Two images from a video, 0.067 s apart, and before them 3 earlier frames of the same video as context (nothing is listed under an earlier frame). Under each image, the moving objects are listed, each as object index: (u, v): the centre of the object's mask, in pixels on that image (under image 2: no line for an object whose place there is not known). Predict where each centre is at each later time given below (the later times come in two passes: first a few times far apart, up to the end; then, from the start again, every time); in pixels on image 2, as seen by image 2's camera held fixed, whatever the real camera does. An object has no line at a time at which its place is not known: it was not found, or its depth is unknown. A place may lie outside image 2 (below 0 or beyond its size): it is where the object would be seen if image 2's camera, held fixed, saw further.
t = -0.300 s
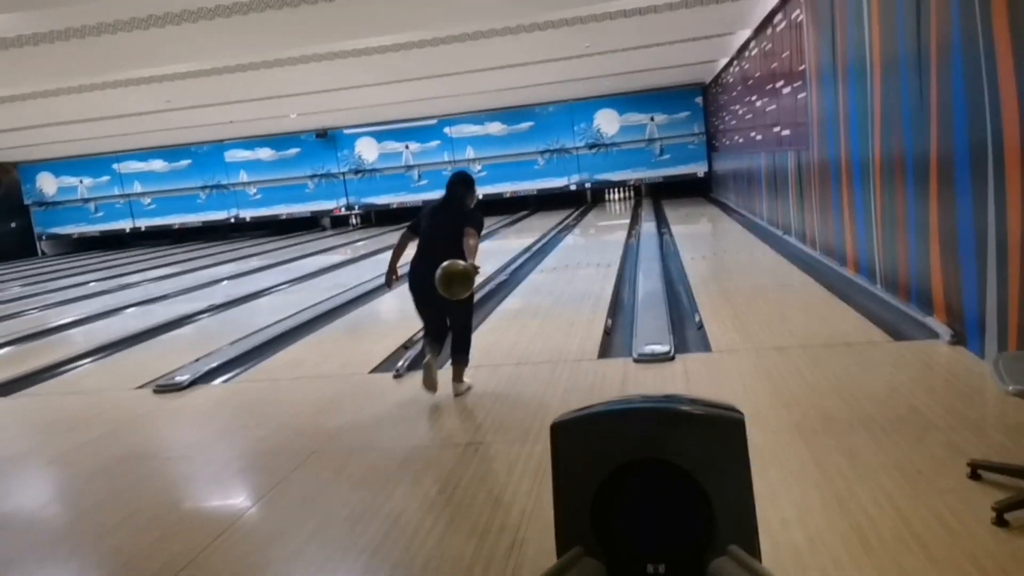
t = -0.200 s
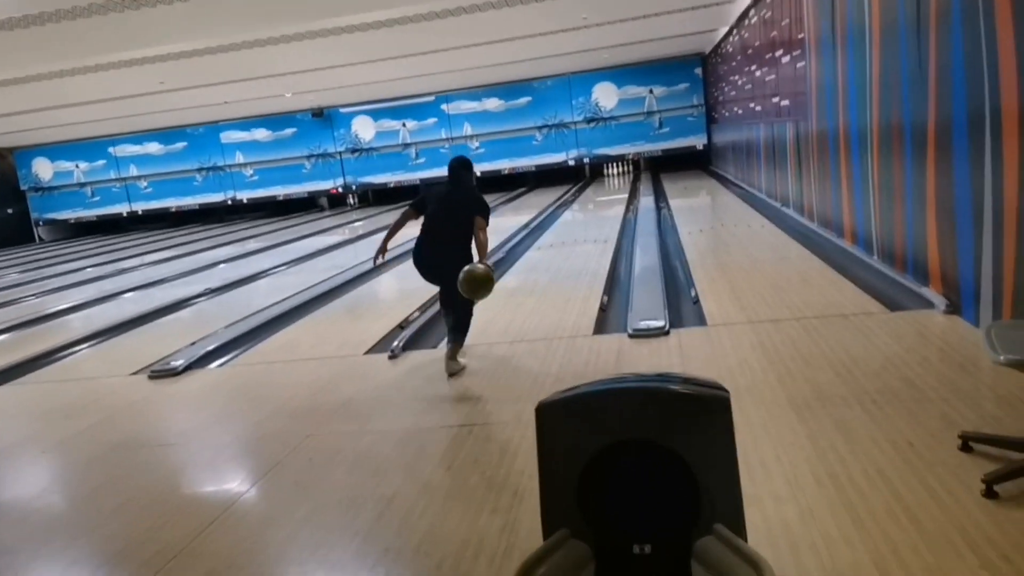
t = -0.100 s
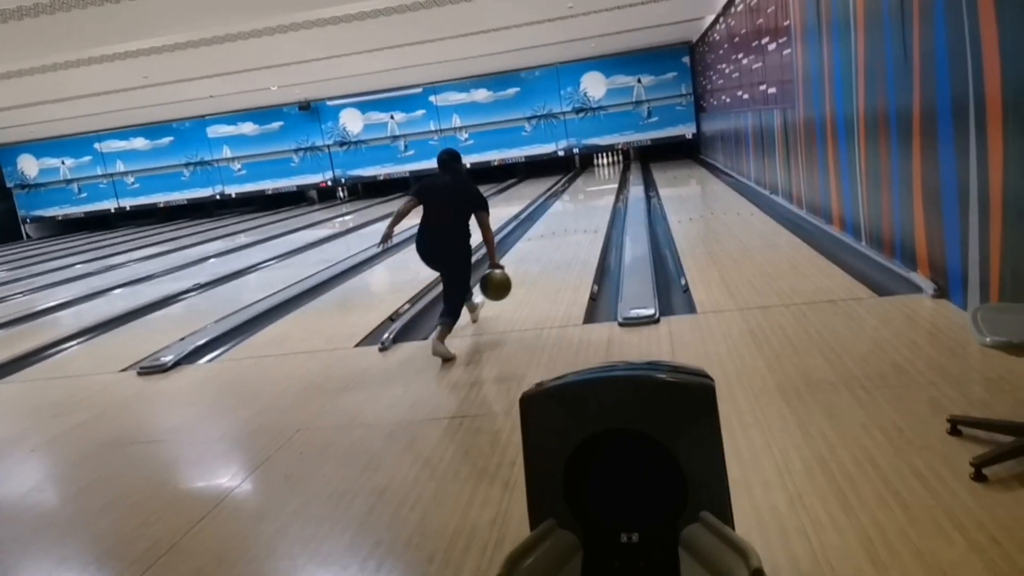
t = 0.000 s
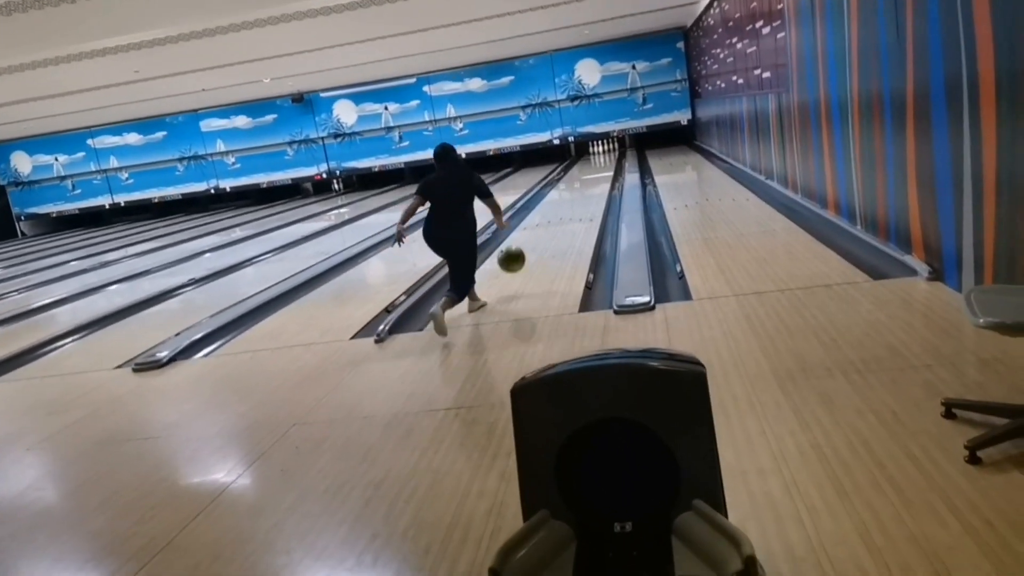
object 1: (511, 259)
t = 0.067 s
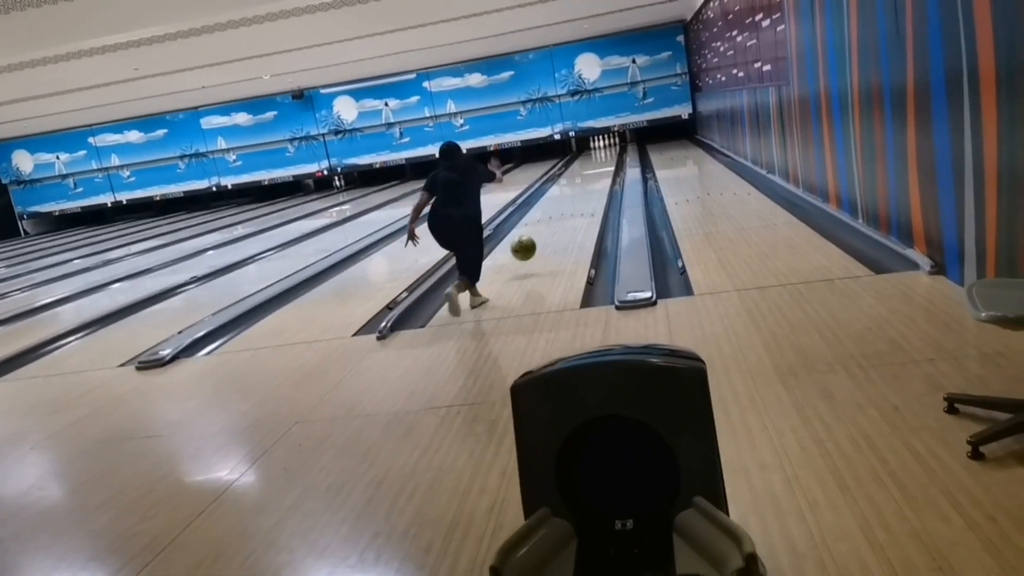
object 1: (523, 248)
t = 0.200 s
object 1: (540, 236)
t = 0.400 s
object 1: (556, 215)
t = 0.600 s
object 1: (567, 198)
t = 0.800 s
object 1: (575, 186)
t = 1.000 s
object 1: (581, 176)
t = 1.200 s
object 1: (585, 169)
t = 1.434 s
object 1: (589, 163)
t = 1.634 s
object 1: (591, 158)
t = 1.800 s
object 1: (594, 154)
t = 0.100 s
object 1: (528, 247)
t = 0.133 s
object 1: (533, 247)
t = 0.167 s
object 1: (537, 243)
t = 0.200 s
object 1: (540, 236)
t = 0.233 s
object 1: (543, 232)
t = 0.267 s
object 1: (546, 228)
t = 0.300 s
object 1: (549, 226)
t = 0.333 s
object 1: (551, 222)
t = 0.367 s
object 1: (554, 219)
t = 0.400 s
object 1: (556, 215)
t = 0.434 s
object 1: (558, 212)
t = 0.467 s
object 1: (560, 209)
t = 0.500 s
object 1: (562, 206)
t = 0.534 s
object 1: (564, 203)
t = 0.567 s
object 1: (566, 201)
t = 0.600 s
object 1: (567, 198)
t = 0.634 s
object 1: (568, 196)
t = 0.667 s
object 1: (570, 194)
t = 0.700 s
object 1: (571, 192)
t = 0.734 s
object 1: (573, 190)
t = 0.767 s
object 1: (574, 188)
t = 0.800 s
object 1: (575, 186)
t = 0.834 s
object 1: (575, 184)
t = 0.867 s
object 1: (577, 183)
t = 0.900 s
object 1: (578, 181)
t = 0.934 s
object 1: (579, 180)
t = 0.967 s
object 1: (580, 178)
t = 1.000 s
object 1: (581, 176)
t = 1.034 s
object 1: (582, 175)
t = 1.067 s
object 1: (582, 174)
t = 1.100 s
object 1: (583, 173)
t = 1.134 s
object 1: (584, 171)
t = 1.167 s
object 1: (585, 171)
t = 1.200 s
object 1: (585, 169)
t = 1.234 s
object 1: (586, 168)
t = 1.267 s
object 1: (586, 167)
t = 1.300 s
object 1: (587, 167)
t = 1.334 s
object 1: (587, 165)
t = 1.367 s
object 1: (588, 164)
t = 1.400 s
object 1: (588, 164)
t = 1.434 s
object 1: (589, 163)
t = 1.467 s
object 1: (589, 162)
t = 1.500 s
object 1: (590, 161)
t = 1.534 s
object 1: (591, 160)
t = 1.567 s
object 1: (591, 159)
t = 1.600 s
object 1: (591, 158)
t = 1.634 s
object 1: (591, 158)
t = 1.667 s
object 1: (592, 157)
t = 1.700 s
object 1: (593, 156)
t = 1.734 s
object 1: (593, 156)
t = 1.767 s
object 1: (594, 155)
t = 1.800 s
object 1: (594, 154)
